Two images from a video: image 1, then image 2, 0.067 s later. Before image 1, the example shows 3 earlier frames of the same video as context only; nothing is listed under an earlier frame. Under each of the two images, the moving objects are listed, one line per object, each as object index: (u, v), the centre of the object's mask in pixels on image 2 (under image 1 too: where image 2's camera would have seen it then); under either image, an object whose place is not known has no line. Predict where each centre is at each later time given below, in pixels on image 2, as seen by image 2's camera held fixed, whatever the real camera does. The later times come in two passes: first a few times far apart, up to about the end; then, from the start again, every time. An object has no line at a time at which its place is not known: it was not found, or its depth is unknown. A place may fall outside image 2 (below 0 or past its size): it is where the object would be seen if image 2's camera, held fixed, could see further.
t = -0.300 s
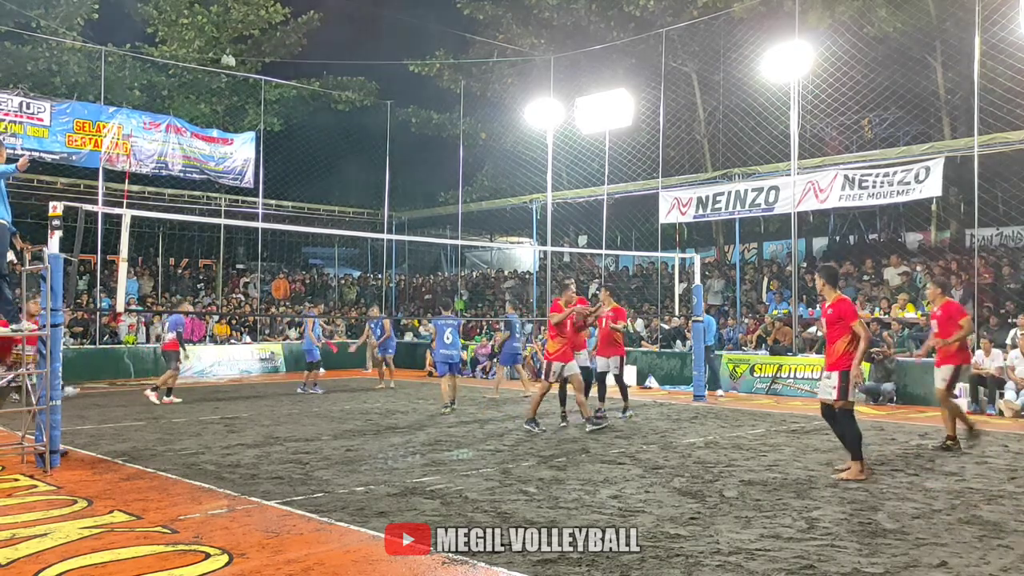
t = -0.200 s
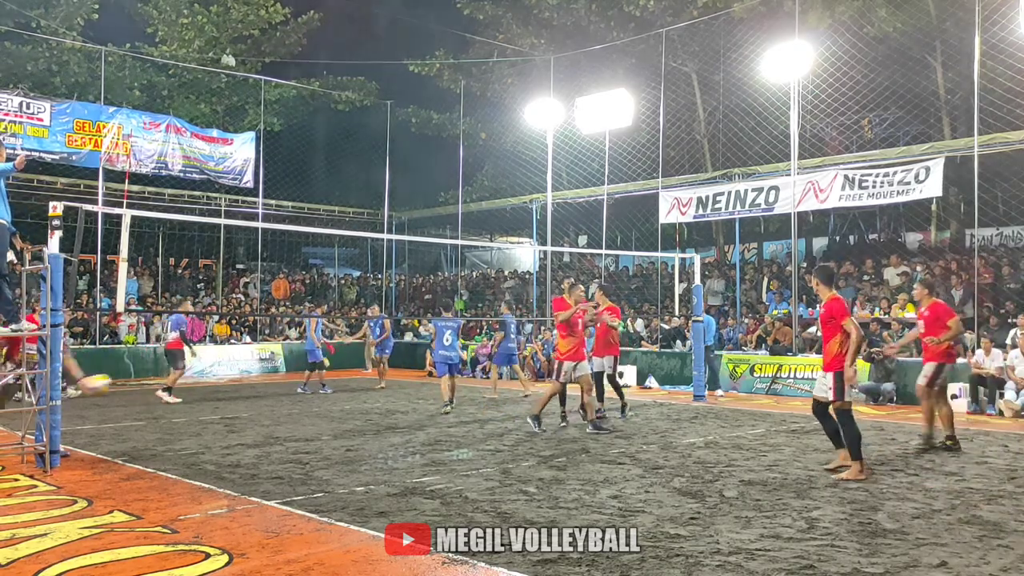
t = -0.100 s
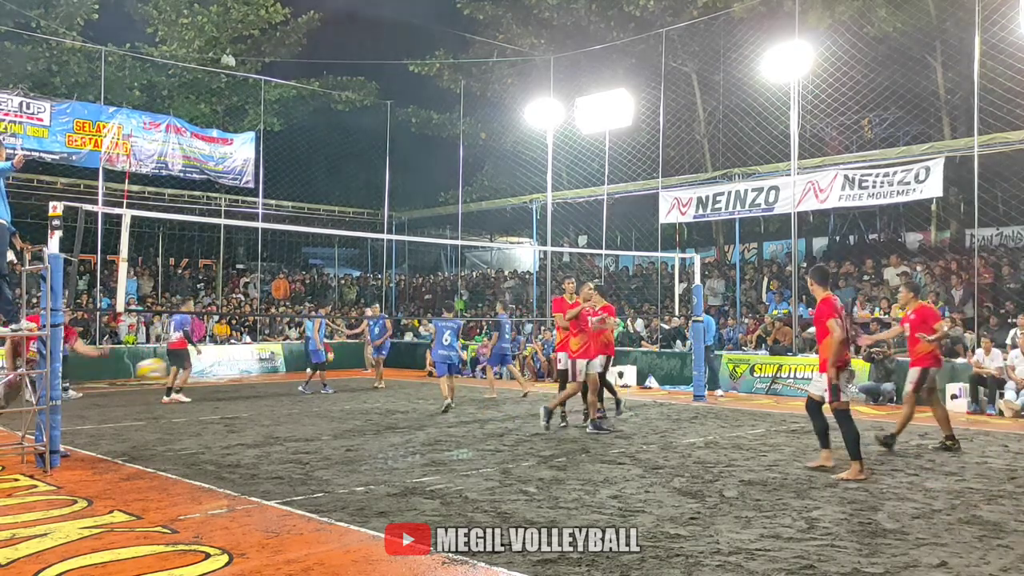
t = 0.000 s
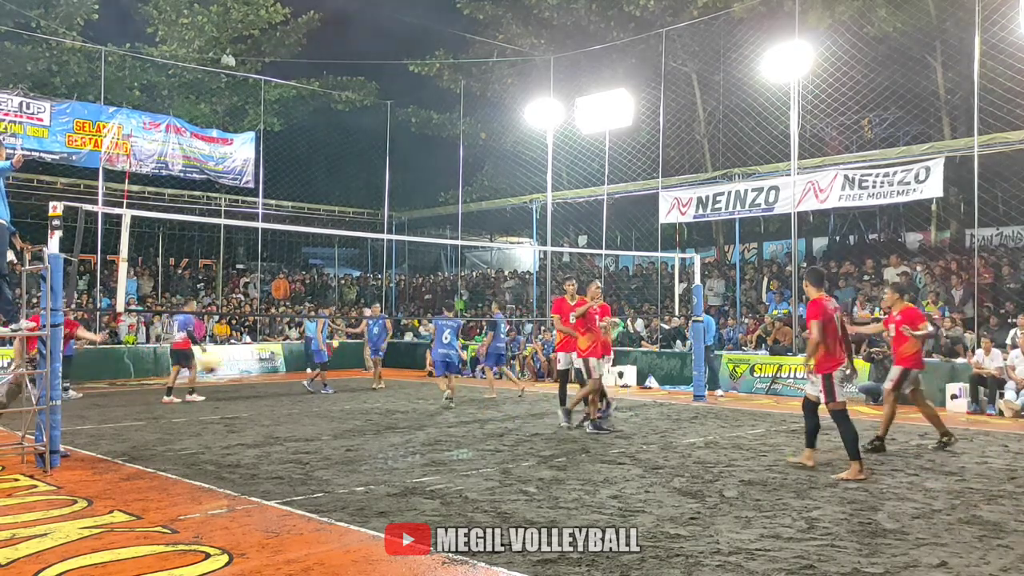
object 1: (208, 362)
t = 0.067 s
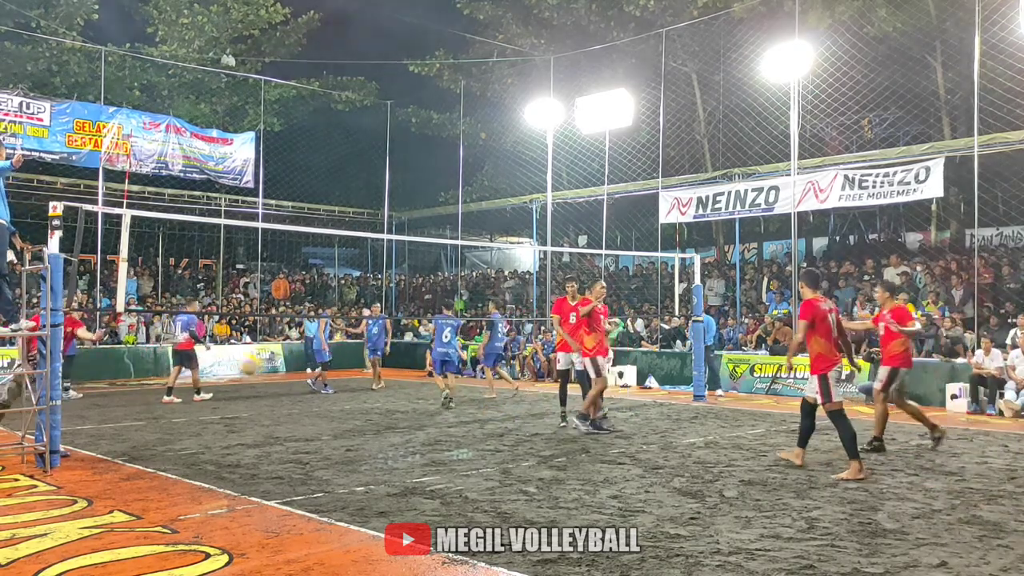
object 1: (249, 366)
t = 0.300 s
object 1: (415, 410)
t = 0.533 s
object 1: (595, 469)
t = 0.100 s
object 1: (271, 366)
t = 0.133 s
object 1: (294, 370)
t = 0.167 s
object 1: (317, 374)
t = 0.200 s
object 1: (341, 381)
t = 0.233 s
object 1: (363, 389)
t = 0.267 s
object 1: (389, 398)
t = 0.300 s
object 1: (415, 410)
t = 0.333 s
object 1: (442, 423)
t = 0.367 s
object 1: (468, 439)
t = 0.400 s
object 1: (496, 457)
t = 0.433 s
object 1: (526, 478)
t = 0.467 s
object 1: (556, 494)
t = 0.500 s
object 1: (575, 481)
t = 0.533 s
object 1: (595, 469)
